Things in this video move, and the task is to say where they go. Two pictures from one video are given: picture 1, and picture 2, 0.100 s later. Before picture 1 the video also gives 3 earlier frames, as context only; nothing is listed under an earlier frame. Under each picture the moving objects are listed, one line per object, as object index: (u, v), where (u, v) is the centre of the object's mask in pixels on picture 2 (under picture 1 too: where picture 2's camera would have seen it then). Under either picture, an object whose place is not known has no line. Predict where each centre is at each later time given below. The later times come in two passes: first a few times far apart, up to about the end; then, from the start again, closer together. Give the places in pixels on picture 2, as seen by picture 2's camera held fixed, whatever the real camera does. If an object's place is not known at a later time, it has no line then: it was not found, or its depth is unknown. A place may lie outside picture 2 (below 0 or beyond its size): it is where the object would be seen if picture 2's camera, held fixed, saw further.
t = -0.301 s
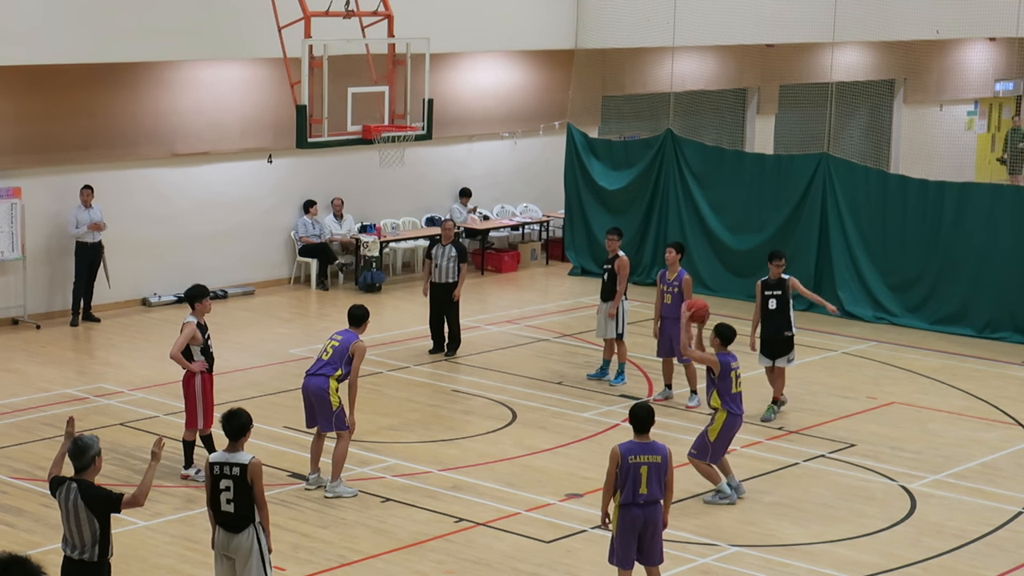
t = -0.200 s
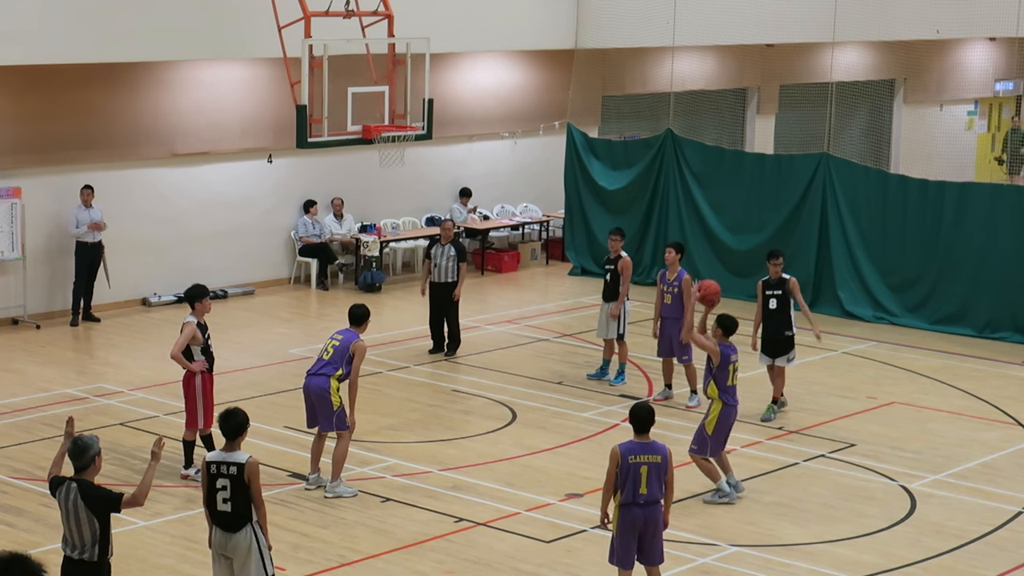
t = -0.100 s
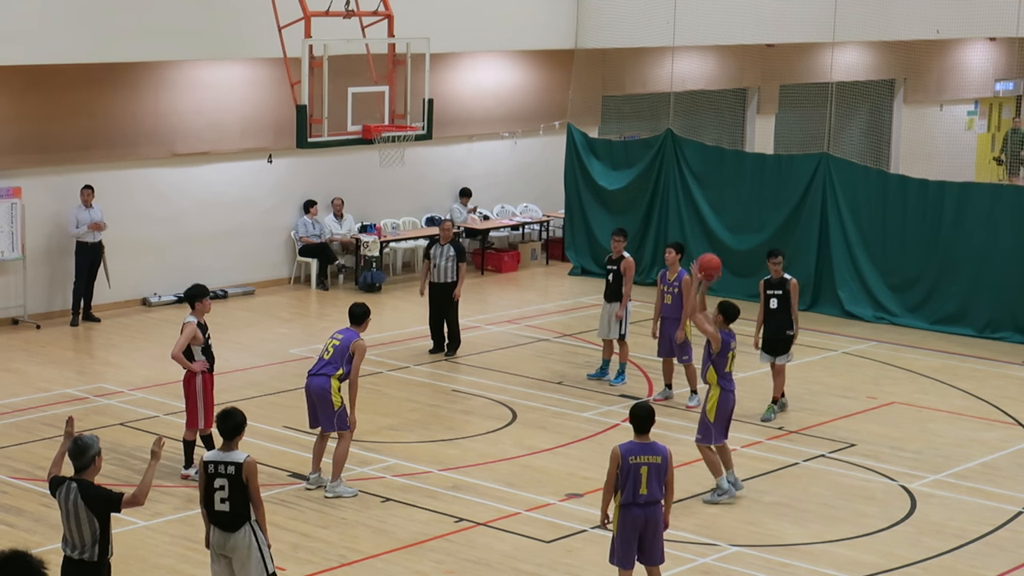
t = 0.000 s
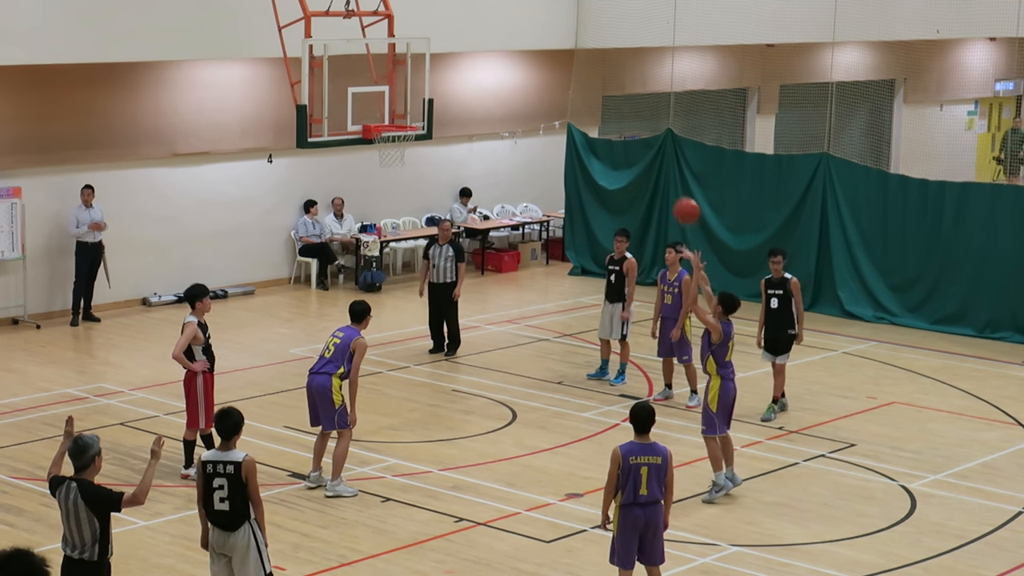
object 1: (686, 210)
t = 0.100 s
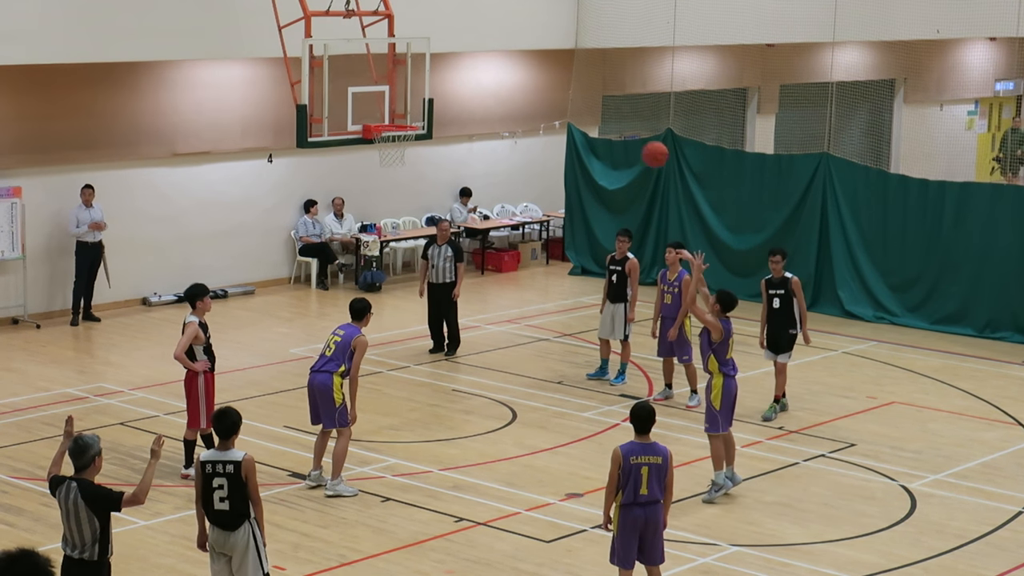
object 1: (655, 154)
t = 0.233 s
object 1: (614, 96)
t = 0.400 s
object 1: (564, 51)
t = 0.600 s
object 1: (507, 36)
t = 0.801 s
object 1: (452, 59)
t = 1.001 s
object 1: (401, 118)
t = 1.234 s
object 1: (361, 190)
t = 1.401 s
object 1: (340, 256)
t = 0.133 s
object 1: (645, 138)
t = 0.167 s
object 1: (634, 123)
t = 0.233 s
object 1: (614, 96)
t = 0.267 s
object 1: (604, 85)
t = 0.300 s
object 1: (594, 75)
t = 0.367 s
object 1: (574, 59)
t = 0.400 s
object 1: (564, 51)
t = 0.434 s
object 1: (555, 46)
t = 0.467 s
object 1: (545, 42)
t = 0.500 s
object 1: (535, 39)
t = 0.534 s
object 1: (526, 37)
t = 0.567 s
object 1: (516, 36)
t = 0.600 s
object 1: (507, 36)
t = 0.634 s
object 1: (498, 37)
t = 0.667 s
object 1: (488, 39)
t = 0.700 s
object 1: (479, 43)
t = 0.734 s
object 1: (470, 47)
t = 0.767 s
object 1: (461, 52)
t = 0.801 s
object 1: (452, 59)
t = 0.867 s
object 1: (435, 75)
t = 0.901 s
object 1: (427, 84)
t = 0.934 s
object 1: (418, 94)
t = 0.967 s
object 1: (409, 106)
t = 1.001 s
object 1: (401, 118)
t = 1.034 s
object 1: (393, 131)
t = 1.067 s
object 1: (384, 144)
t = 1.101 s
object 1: (378, 154)
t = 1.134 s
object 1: (374, 162)
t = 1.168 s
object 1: (370, 171)
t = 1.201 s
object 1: (365, 180)
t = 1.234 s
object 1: (361, 190)
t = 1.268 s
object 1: (357, 202)
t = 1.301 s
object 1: (353, 214)
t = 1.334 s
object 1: (348, 227)
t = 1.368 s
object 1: (344, 242)
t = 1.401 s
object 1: (340, 256)
